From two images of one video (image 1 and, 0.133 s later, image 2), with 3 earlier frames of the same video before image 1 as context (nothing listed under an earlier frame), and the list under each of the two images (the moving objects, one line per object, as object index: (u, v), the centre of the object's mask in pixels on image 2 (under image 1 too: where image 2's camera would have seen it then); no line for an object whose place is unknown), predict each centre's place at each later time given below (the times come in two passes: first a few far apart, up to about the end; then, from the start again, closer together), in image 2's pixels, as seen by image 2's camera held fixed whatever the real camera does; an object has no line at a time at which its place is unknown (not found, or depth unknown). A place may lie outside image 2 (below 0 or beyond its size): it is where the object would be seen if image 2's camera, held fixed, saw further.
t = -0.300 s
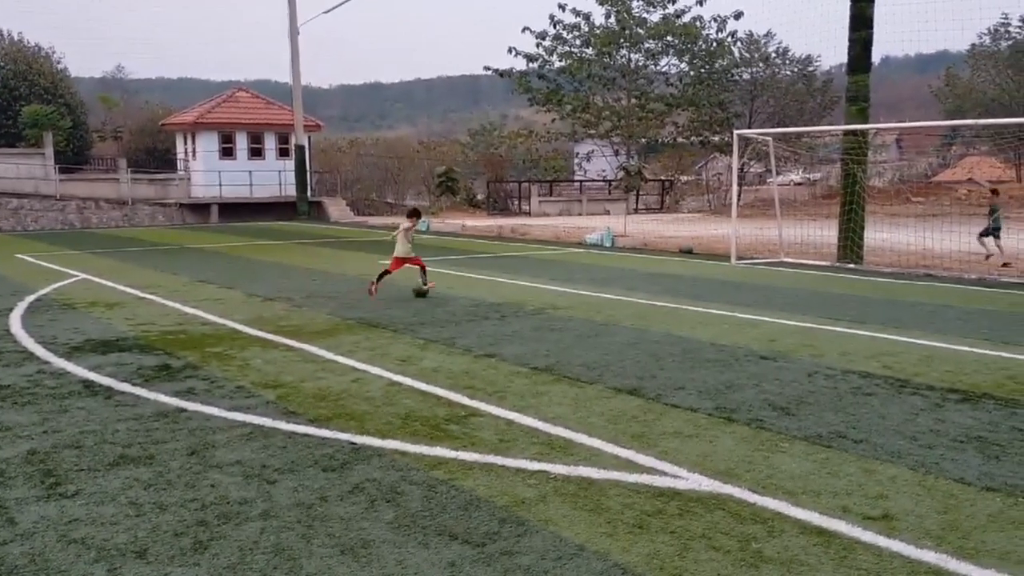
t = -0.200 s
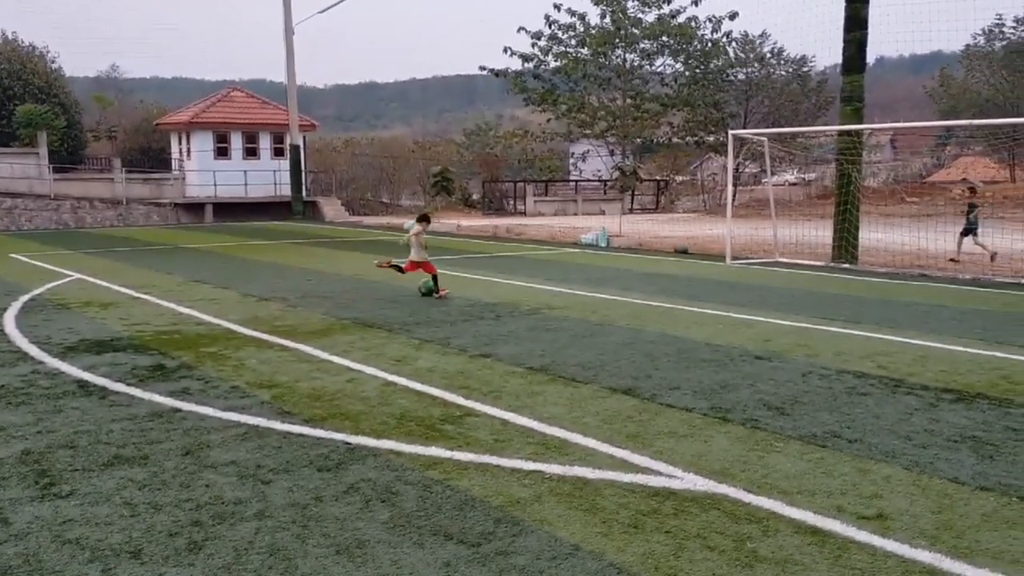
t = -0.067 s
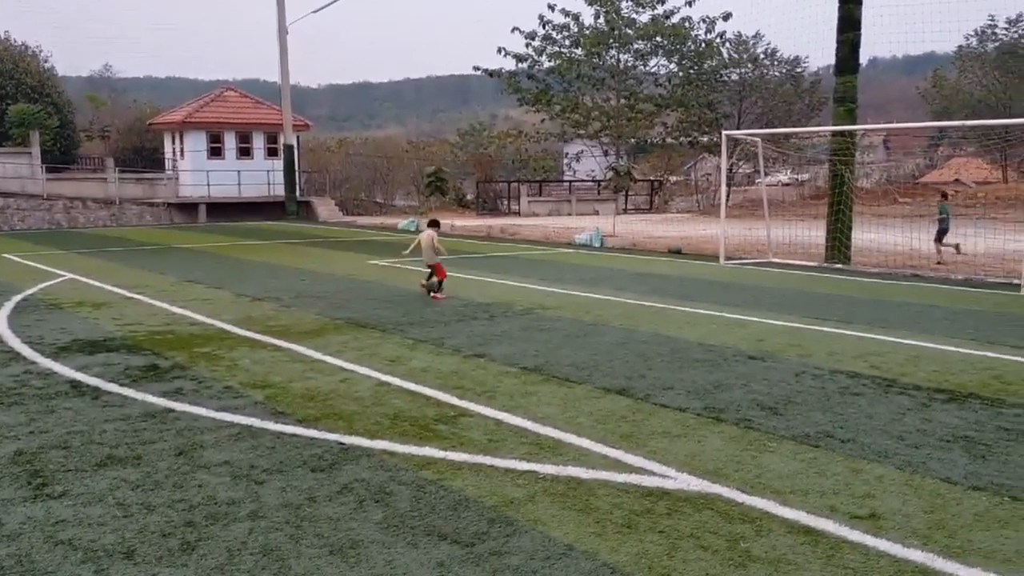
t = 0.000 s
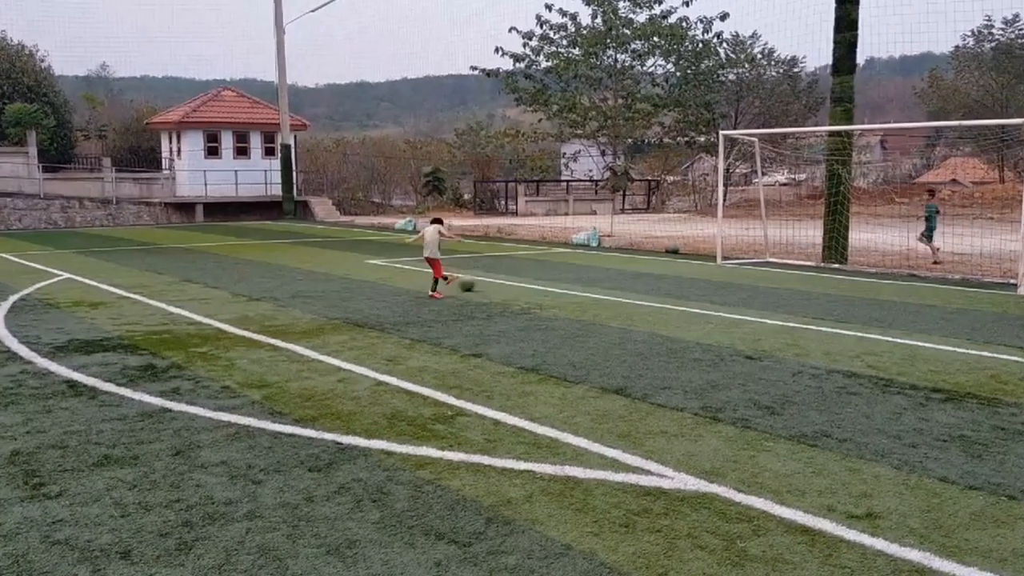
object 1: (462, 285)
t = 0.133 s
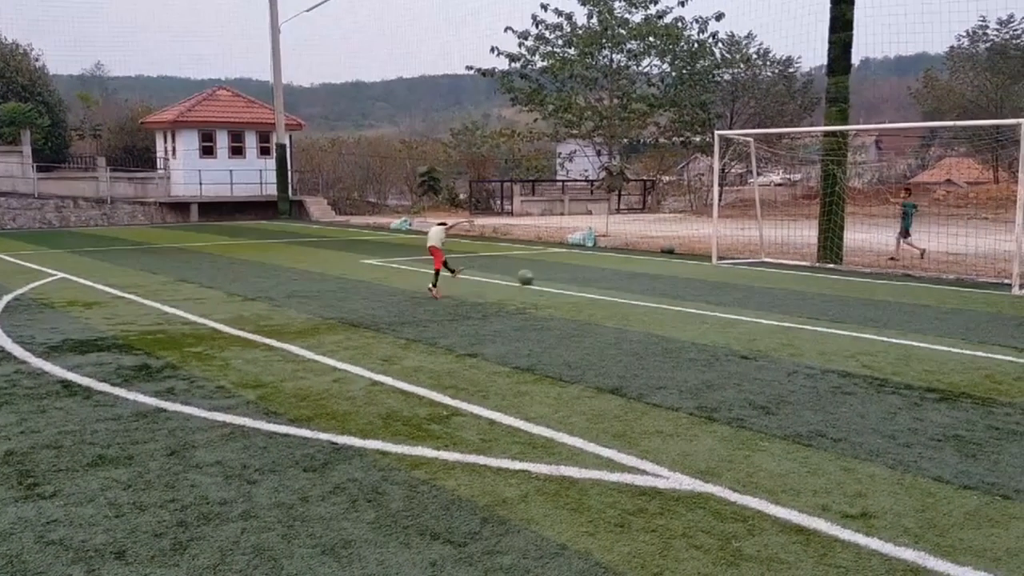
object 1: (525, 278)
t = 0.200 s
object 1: (552, 276)
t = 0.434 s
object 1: (628, 271)
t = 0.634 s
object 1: (676, 269)
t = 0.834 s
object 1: (712, 264)
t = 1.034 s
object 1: (741, 261)
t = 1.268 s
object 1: (774, 260)
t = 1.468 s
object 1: (793, 246)
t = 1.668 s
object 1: (800, 233)
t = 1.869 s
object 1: (800, 240)
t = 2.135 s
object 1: (796, 249)
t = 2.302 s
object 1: (793, 253)
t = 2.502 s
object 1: (790, 256)
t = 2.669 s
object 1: (788, 260)
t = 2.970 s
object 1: (785, 261)
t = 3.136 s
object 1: (786, 262)
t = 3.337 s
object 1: (786, 262)
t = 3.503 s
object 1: (788, 262)
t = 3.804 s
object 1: (790, 262)
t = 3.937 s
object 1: (791, 262)
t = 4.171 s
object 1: (792, 262)
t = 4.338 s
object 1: (792, 262)
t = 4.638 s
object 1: (793, 262)
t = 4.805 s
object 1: (793, 262)
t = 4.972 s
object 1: (793, 262)
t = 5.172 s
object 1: (793, 262)
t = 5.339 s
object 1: (793, 261)
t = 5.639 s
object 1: (793, 261)
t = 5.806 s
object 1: (793, 261)
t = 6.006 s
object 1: (793, 262)
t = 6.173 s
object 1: (793, 262)
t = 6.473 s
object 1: (793, 262)
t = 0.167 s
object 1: (539, 277)
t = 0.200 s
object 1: (552, 276)
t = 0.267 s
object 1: (577, 274)
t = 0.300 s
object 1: (587, 273)
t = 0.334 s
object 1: (598, 272)
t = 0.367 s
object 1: (609, 273)
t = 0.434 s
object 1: (628, 271)
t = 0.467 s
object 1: (637, 270)
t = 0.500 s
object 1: (645, 271)
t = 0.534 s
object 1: (653, 269)
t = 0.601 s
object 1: (669, 268)
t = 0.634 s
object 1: (676, 269)
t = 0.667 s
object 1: (682, 267)
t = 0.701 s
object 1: (689, 266)
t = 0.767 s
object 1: (701, 265)
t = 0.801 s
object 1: (706, 264)
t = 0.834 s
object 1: (712, 264)
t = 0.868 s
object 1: (717, 265)
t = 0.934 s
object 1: (727, 263)
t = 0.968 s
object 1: (732, 263)
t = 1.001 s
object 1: (737, 262)
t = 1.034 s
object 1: (741, 261)
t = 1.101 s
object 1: (751, 262)
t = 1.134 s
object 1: (756, 261)
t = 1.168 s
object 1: (760, 261)
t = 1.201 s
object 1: (765, 261)
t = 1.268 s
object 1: (774, 260)
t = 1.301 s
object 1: (778, 259)
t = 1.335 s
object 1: (782, 259)
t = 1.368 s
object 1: (787, 259)
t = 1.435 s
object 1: (792, 251)
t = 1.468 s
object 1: (793, 246)
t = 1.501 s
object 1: (795, 243)
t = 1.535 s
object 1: (796, 239)
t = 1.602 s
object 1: (799, 235)
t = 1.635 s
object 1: (799, 234)
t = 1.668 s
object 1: (800, 233)
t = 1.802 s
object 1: (801, 235)
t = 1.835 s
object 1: (801, 237)
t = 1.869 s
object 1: (800, 240)
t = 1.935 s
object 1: (799, 247)
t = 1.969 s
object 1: (799, 252)
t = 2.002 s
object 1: (798, 257)
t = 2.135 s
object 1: (796, 249)
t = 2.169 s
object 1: (796, 248)
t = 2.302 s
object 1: (793, 253)
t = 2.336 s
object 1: (793, 255)
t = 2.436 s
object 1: (791, 258)
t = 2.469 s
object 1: (790, 257)
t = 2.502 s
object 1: (790, 256)
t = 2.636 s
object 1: (788, 260)
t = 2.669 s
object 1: (788, 260)
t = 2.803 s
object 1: (787, 260)
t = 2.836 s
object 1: (787, 261)
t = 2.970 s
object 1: (785, 261)
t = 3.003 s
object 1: (785, 261)
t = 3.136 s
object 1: (786, 262)
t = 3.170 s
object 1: (786, 262)
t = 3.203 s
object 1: (786, 261)
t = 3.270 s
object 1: (786, 262)
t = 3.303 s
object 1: (786, 261)
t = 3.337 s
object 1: (786, 262)
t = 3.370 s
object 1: (787, 262)
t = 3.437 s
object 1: (787, 262)
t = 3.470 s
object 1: (788, 262)
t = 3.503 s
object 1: (788, 262)
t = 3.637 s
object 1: (789, 262)
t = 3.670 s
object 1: (789, 262)
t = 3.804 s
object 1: (790, 262)
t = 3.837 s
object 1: (791, 262)
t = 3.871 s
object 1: (791, 262)
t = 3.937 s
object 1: (791, 262)
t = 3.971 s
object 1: (791, 262)
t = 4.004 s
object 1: (792, 262)
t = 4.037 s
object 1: (792, 262)
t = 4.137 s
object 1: (792, 262)
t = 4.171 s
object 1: (792, 262)
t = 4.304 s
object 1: (793, 262)
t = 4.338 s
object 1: (792, 262)
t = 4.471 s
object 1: (793, 262)
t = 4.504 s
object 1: (793, 262)
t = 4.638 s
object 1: (793, 262)
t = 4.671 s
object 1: (793, 262)
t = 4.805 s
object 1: (793, 262)
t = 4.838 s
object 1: (793, 262)
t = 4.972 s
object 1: (793, 262)
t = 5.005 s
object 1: (793, 262)
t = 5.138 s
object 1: (793, 262)
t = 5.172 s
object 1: (793, 262)
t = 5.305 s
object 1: (793, 262)
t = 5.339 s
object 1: (793, 261)
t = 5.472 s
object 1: (793, 261)
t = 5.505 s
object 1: (793, 261)
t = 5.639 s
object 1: (793, 261)
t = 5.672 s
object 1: (793, 261)
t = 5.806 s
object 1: (793, 261)
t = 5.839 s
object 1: (793, 261)
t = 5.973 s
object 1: (793, 261)
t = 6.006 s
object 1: (793, 262)
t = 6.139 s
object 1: (793, 262)
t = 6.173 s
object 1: (793, 262)
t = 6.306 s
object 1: (793, 261)
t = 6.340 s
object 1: (793, 262)
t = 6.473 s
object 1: (793, 262)
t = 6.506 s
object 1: (793, 262)
